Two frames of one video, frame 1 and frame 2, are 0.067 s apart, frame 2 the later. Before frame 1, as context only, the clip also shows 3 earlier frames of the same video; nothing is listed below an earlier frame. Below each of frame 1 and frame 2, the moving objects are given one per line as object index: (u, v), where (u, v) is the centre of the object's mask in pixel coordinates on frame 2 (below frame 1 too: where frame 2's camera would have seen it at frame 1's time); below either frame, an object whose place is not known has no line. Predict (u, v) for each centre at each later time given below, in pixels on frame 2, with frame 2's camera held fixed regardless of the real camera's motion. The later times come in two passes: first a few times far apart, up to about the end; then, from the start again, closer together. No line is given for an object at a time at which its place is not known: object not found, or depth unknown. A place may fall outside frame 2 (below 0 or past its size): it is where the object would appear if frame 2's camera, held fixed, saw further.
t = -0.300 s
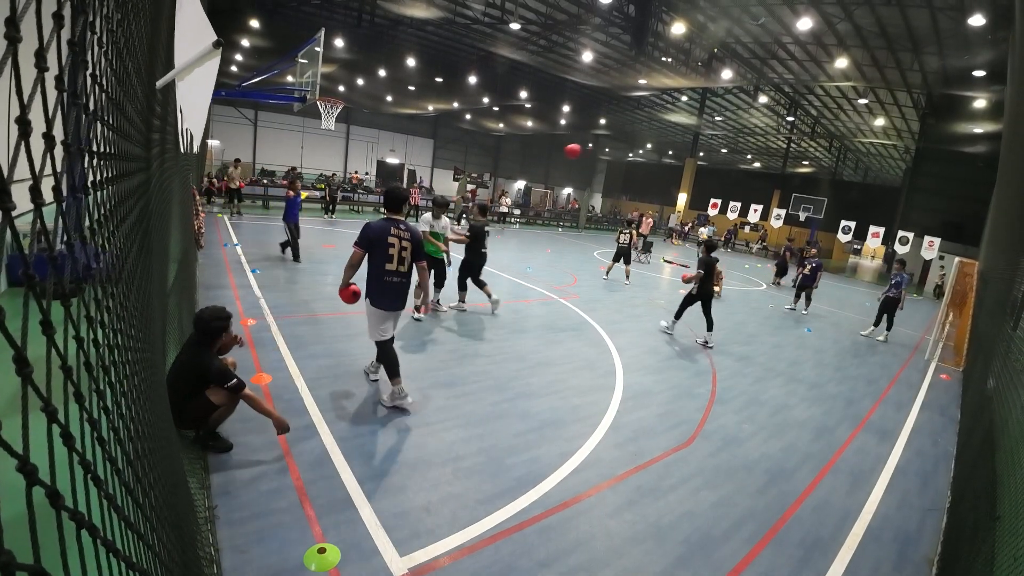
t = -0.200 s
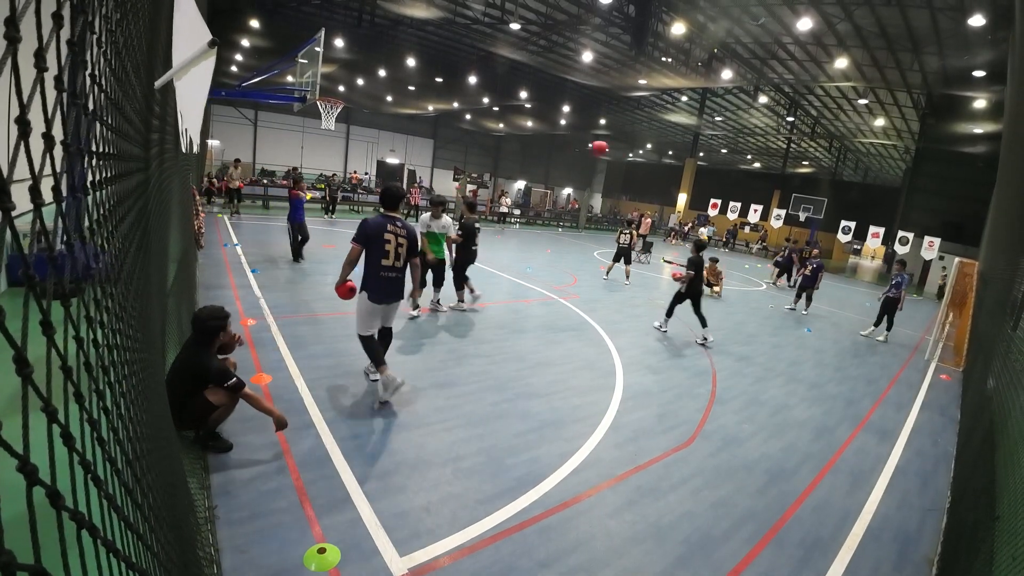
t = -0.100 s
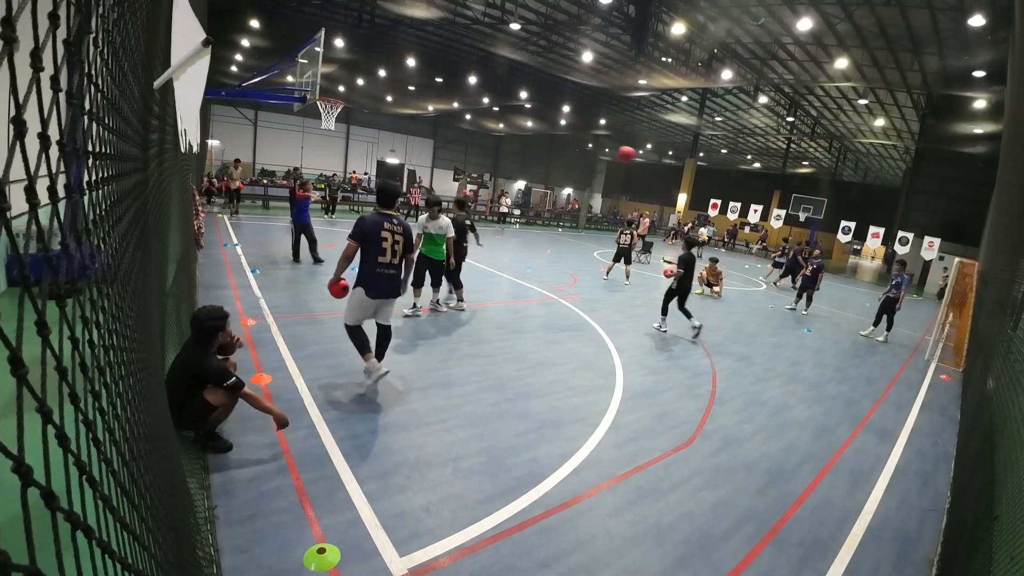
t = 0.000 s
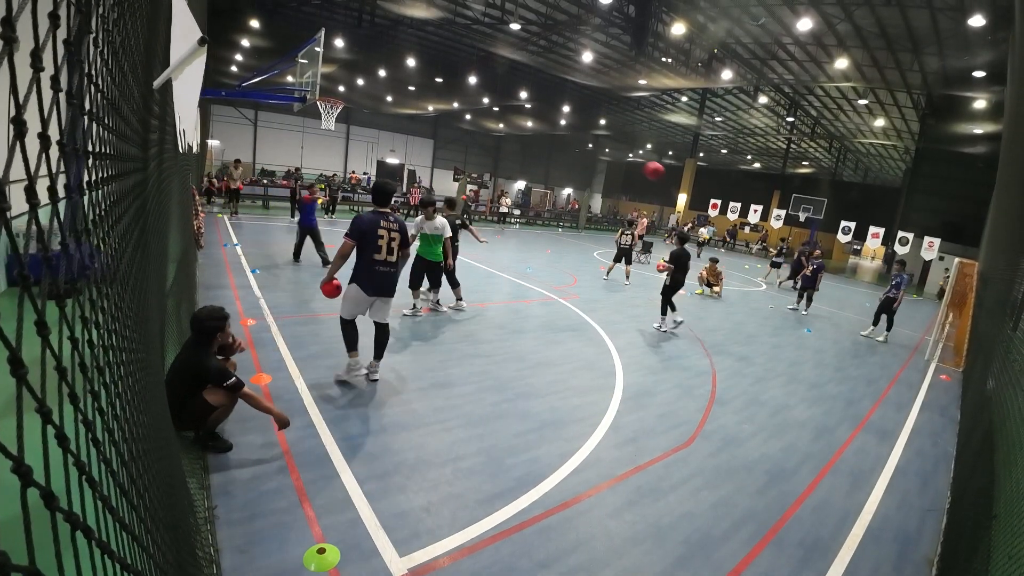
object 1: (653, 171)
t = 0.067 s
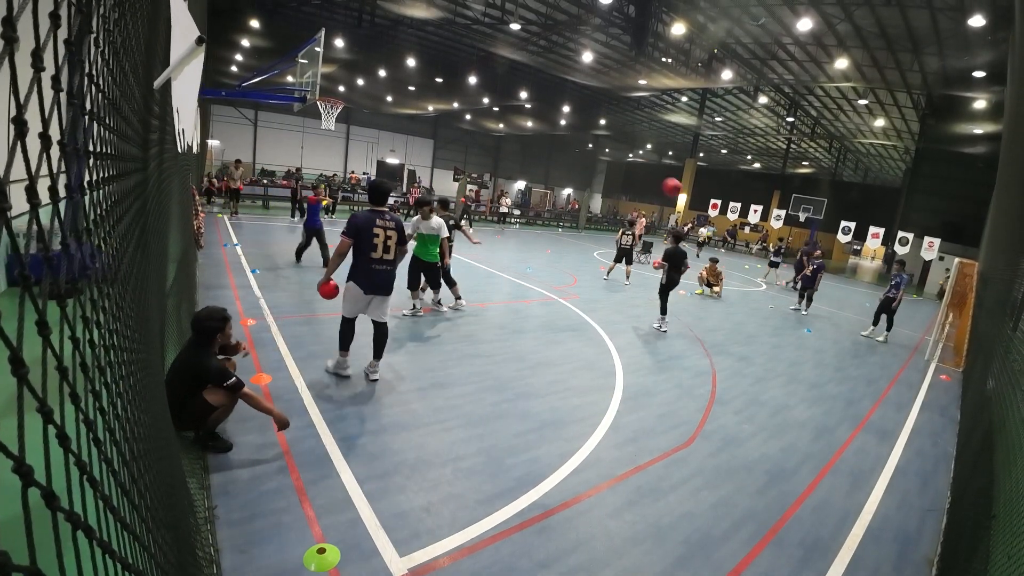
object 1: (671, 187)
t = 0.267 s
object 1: (726, 270)
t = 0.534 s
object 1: (778, 453)
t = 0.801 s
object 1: (869, 389)
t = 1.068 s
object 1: (938, 392)
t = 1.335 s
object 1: (965, 471)
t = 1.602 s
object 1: (938, 501)
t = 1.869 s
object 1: (926, 488)
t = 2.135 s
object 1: (908, 487)
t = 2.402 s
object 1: (892, 486)
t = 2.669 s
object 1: (879, 481)
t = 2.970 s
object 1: (865, 476)
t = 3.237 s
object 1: (856, 470)
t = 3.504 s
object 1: (846, 464)
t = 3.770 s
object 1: (839, 458)
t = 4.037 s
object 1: (832, 454)
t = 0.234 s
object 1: (717, 253)
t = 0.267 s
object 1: (726, 270)
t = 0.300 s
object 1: (734, 291)
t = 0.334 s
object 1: (742, 311)
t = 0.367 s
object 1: (749, 332)
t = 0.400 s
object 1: (756, 353)
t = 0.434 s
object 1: (763, 378)
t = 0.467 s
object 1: (769, 402)
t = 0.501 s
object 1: (774, 427)
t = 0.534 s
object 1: (778, 453)
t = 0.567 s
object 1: (790, 445)
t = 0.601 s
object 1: (802, 434)
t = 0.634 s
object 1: (814, 424)
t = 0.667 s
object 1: (825, 415)
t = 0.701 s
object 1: (837, 407)
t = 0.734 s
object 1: (848, 400)
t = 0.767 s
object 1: (859, 394)
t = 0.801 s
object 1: (869, 389)
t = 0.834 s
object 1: (880, 385)
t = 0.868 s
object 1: (889, 382)
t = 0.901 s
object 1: (898, 380)
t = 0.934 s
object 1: (907, 380)
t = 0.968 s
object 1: (916, 381)
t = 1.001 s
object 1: (924, 383)
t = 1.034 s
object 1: (931, 387)
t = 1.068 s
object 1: (938, 392)
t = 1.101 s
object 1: (945, 397)
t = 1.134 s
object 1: (950, 405)
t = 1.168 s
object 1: (955, 414)
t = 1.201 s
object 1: (960, 424)
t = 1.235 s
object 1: (963, 435)
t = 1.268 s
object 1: (966, 448)
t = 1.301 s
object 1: (967, 461)
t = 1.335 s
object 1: (965, 471)
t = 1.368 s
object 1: (961, 481)
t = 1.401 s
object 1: (956, 491)
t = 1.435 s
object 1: (949, 501)
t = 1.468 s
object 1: (942, 511)
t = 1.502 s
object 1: (934, 523)
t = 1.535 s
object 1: (935, 515)
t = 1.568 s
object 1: (937, 507)
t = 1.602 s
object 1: (938, 501)
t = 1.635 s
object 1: (938, 495)
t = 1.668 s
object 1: (938, 490)
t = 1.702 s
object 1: (938, 487)
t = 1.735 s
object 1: (937, 485)
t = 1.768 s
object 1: (935, 484)
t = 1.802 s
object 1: (932, 484)
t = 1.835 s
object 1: (929, 485)
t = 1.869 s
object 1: (926, 488)
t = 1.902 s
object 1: (922, 491)
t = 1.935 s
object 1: (917, 496)
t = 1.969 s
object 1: (912, 501)
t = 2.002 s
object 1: (908, 505)
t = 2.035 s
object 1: (909, 498)
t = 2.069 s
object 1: (909, 493)
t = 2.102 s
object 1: (909, 489)
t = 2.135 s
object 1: (908, 487)
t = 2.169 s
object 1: (907, 485)
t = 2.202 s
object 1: (905, 485)
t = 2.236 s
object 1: (902, 486)
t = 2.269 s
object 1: (899, 488)
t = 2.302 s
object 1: (896, 491)
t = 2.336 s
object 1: (892, 494)
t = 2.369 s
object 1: (892, 490)
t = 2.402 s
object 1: (892, 486)
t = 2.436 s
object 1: (891, 484)
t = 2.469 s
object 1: (889, 483)
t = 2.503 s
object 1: (887, 484)
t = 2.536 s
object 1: (885, 485)
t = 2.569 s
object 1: (882, 487)
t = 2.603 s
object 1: (882, 484)
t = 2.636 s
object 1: (880, 482)
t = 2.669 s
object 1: (879, 481)
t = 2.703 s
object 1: (877, 482)
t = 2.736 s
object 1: (874, 482)
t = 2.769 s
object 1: (873, 480)
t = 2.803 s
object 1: (872, 479)
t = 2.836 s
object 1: (871, 479)
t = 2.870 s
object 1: (869, 479)
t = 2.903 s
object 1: (868, 477)
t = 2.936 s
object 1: (867, 477)
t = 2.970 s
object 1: (865, 476)
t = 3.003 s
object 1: (864, 476)
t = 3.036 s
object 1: (863, 474)
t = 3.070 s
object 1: (862, 474)
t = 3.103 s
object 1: (860, 473)
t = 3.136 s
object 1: (859, 472)
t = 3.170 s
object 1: (858, 471)
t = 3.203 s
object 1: (857, 470)
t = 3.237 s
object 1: (856, 470)
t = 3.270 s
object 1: (854, 469)
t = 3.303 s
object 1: (853, 468)
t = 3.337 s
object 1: (852, 468)
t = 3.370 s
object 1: (850, 467)
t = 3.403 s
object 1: (849, 466)
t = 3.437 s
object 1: (848, 465)
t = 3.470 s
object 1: (847, 465)
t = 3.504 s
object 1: (846, 464)
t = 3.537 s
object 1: (845, 463)
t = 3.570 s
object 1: (844, 462)
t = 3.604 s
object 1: (843, 462)
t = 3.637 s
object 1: (842, 461)
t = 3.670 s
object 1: (841, 460)
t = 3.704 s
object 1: (840, 460)
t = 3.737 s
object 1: (840, 459)
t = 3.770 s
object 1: (839, 458)
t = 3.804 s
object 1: (838, 458)
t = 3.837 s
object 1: (837, 457)
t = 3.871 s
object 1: (836, 457)
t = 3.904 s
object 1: (835, 456)
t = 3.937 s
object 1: (834, 456)
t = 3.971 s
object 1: (833, 455)
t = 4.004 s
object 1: (833, 455)
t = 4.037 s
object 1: (832, 454)
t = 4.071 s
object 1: (831, 454)
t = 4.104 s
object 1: (830, 453)
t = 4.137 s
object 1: (829, 453)
